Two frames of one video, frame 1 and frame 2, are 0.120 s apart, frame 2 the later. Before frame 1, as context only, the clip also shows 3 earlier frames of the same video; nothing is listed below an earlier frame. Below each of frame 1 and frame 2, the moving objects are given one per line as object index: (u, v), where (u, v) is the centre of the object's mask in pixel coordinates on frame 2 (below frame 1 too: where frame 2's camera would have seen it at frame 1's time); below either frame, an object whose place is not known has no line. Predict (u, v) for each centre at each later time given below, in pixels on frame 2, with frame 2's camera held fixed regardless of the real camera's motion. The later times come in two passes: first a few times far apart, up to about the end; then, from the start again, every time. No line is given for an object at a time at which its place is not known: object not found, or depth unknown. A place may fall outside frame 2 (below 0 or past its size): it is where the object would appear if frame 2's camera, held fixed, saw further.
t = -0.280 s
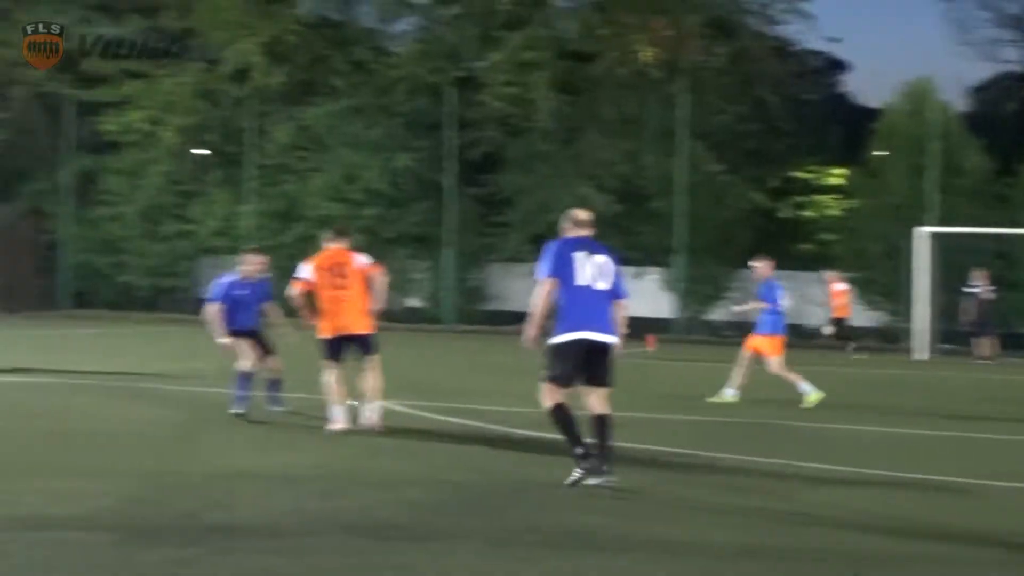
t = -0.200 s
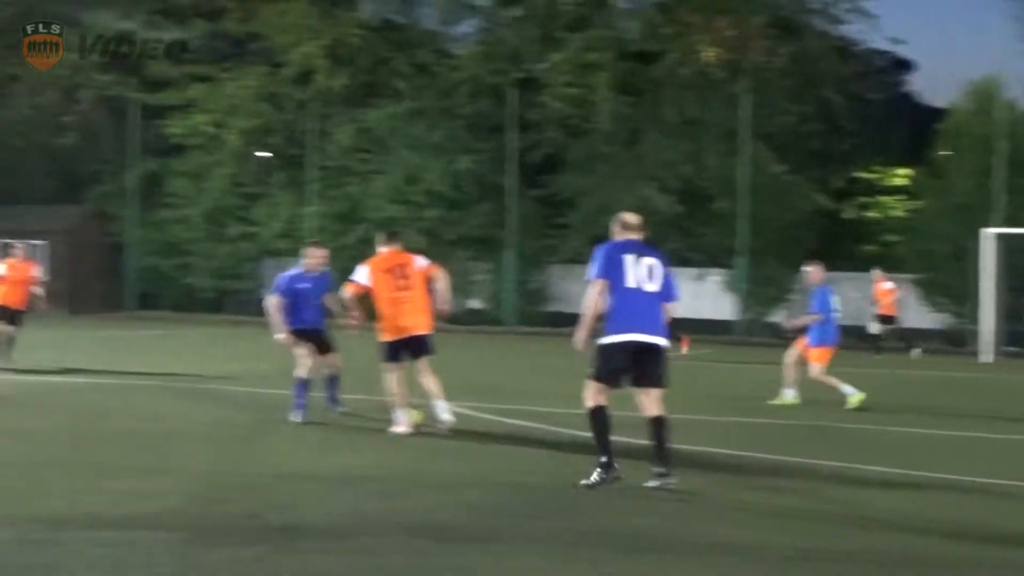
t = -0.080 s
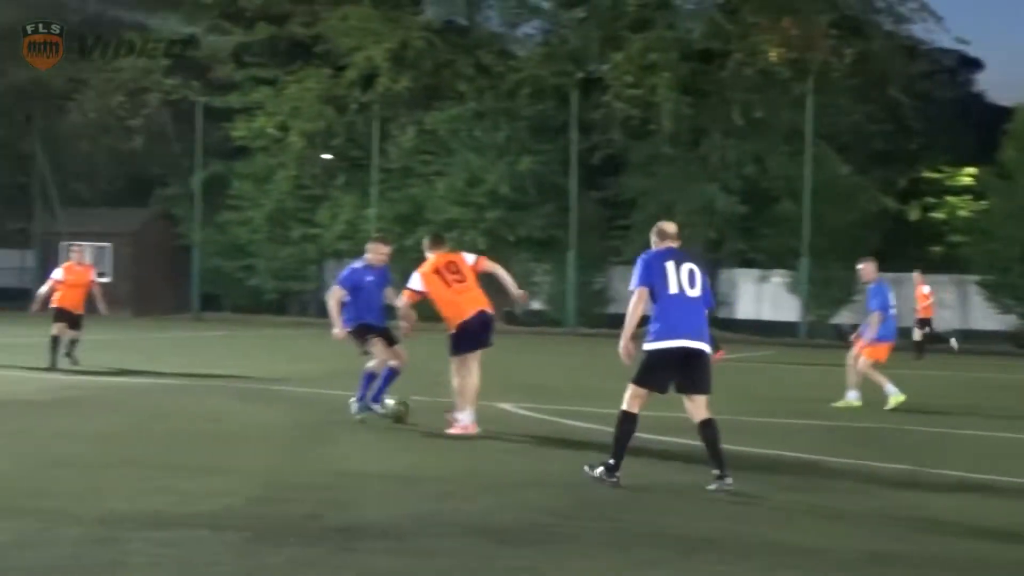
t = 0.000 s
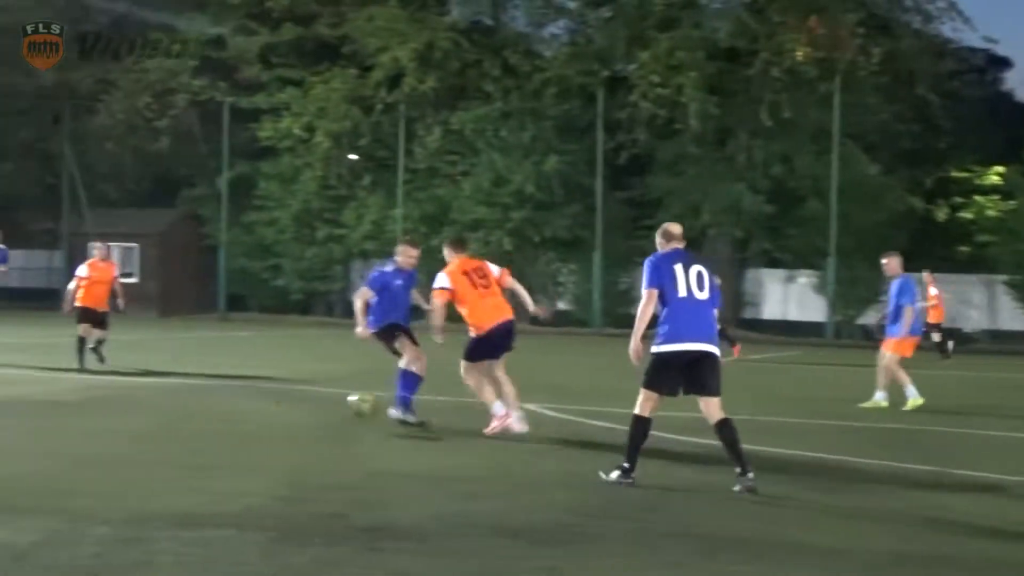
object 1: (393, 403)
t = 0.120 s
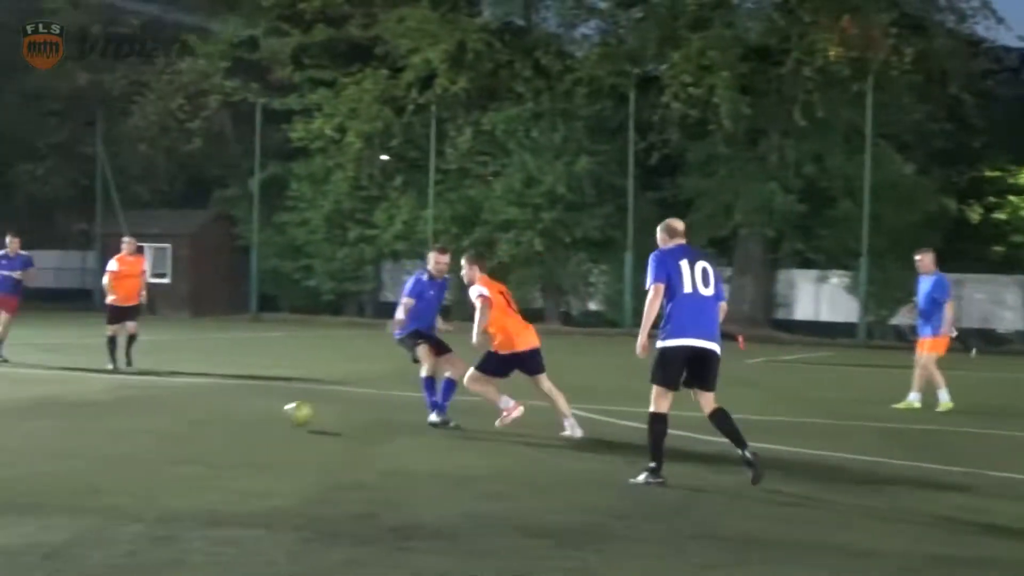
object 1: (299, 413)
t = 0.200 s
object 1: (249, 408)
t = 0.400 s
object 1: (139, 411)
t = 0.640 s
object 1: (10, 414)
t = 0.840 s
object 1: (-96, 411)
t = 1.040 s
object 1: (-197, 411)
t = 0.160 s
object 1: (272, 415)
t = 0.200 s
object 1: (249, 408)
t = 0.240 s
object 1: (228, 406)
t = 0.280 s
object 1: (205, 404)
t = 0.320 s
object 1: (183, 405)
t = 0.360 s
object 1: (160, 408)
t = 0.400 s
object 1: (139, 411)
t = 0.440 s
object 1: (116, 413)
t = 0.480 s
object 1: (96, 410)
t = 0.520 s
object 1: (75, 407)
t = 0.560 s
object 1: (53, 408)
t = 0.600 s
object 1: (30, 410)
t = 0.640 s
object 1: (10, 414)
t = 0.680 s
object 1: (-11, 411)
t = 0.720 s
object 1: (-34, 410)
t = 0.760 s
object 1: (-56, 411)
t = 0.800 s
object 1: (-77, 413)
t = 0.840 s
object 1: (-96, 411)
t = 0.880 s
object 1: (-117, 412)
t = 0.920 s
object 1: (-136, 411)
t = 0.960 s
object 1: (-156, 411)
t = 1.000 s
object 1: (-177, 412)
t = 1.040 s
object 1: (-197, 411)
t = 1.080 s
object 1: (-218, 412)
